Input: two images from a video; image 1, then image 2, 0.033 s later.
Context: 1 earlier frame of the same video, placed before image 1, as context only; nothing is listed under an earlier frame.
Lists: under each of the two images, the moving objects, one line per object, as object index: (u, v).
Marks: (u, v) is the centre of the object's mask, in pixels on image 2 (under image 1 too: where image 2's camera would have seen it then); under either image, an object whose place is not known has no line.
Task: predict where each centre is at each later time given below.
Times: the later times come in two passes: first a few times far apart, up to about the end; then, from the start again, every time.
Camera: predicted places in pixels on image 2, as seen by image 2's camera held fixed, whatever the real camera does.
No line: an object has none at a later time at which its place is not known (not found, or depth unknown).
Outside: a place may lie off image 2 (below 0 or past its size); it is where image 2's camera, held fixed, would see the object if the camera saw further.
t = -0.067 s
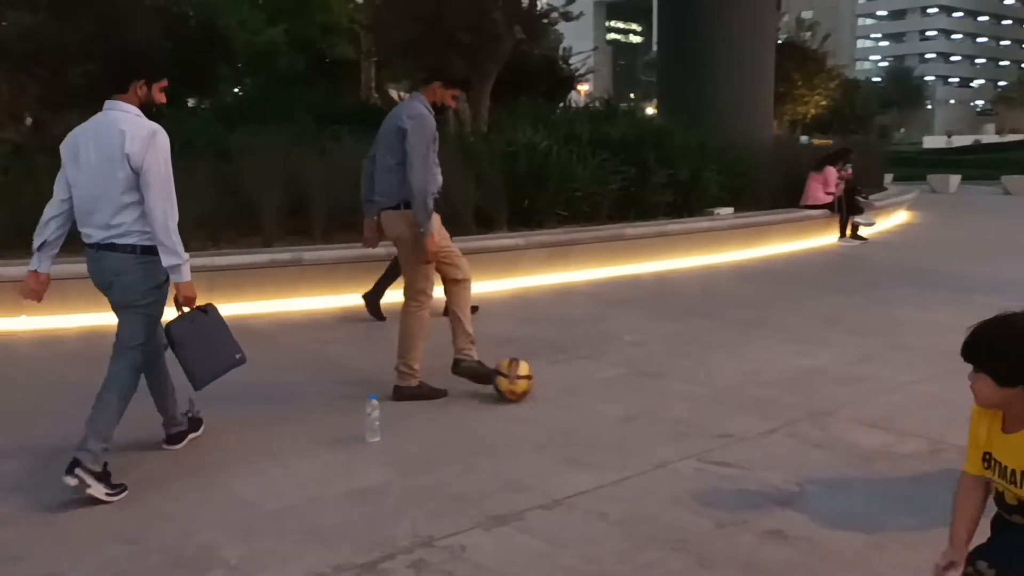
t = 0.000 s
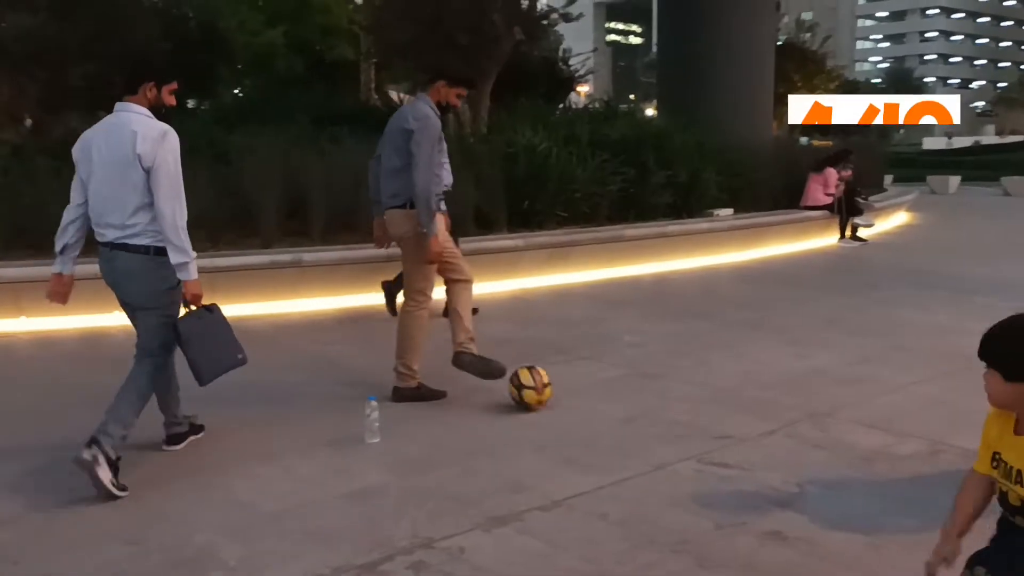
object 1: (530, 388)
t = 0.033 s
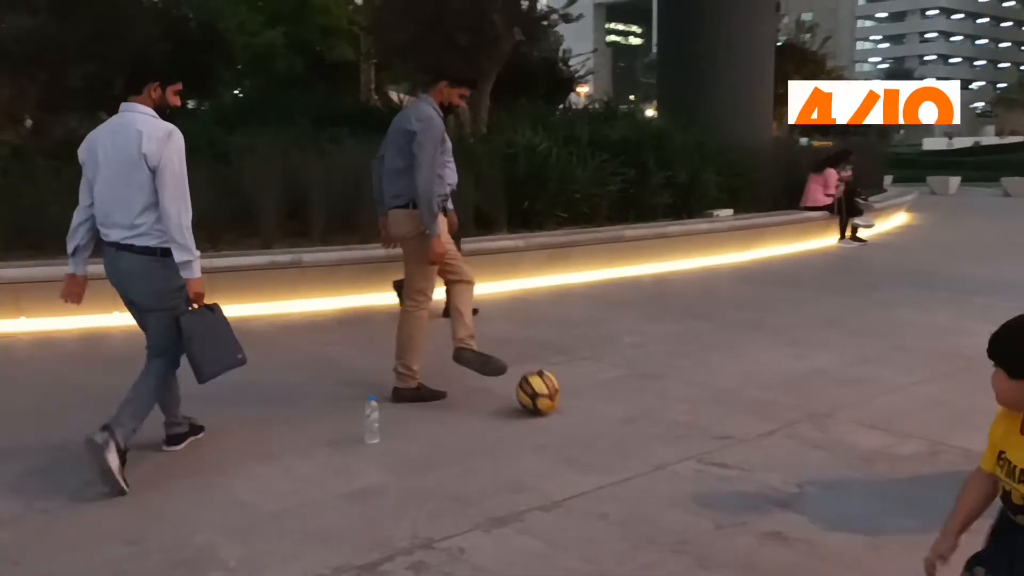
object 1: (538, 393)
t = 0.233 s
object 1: (577, 412)
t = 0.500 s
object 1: (627, 439)
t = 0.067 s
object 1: (547, 396)
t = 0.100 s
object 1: (554, 398)
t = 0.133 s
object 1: (560, 403)
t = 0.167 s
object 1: (566, 406)
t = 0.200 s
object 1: (571, 409)
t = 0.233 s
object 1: (577, 412)
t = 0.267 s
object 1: (583, 416)
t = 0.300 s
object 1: (590, 418)
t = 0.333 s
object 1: (596, 422)
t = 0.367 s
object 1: (603, 425)
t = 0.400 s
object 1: (610, 429)
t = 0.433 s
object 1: (617, 433)
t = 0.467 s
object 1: (622, 436)
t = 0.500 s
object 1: (627, 439)
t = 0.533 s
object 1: (633, 442)
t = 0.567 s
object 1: (642, 446)
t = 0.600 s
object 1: (652, 450)
